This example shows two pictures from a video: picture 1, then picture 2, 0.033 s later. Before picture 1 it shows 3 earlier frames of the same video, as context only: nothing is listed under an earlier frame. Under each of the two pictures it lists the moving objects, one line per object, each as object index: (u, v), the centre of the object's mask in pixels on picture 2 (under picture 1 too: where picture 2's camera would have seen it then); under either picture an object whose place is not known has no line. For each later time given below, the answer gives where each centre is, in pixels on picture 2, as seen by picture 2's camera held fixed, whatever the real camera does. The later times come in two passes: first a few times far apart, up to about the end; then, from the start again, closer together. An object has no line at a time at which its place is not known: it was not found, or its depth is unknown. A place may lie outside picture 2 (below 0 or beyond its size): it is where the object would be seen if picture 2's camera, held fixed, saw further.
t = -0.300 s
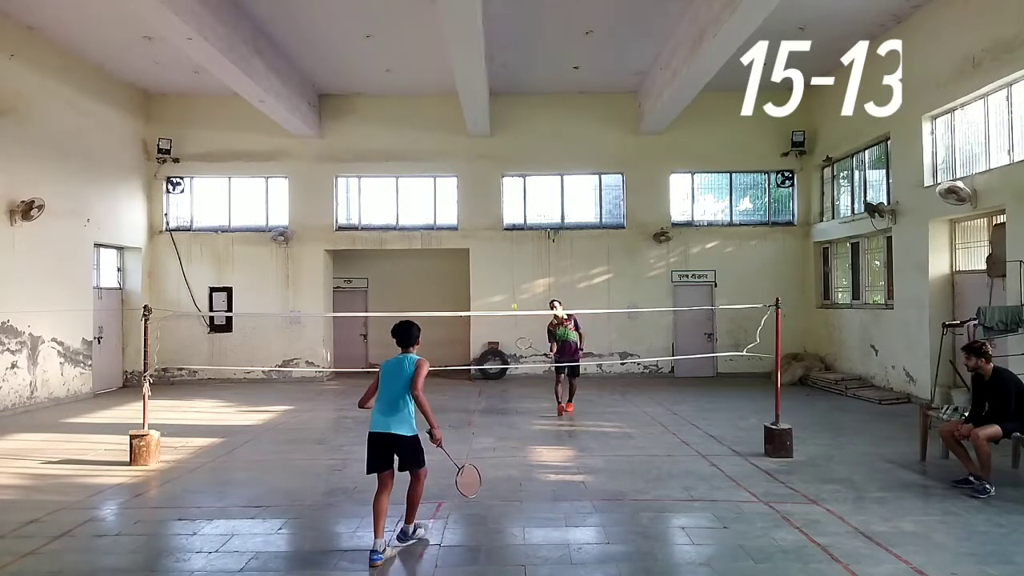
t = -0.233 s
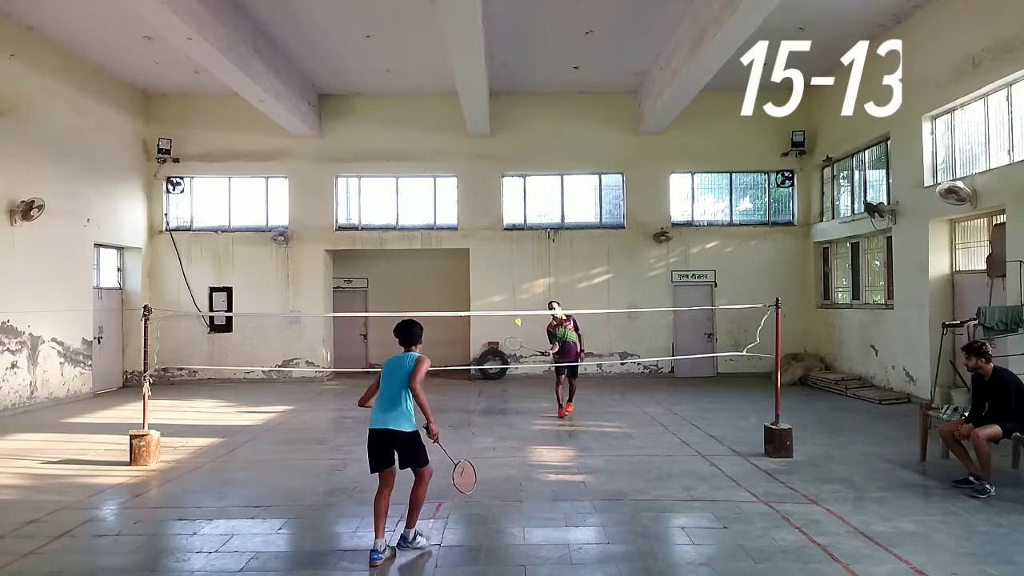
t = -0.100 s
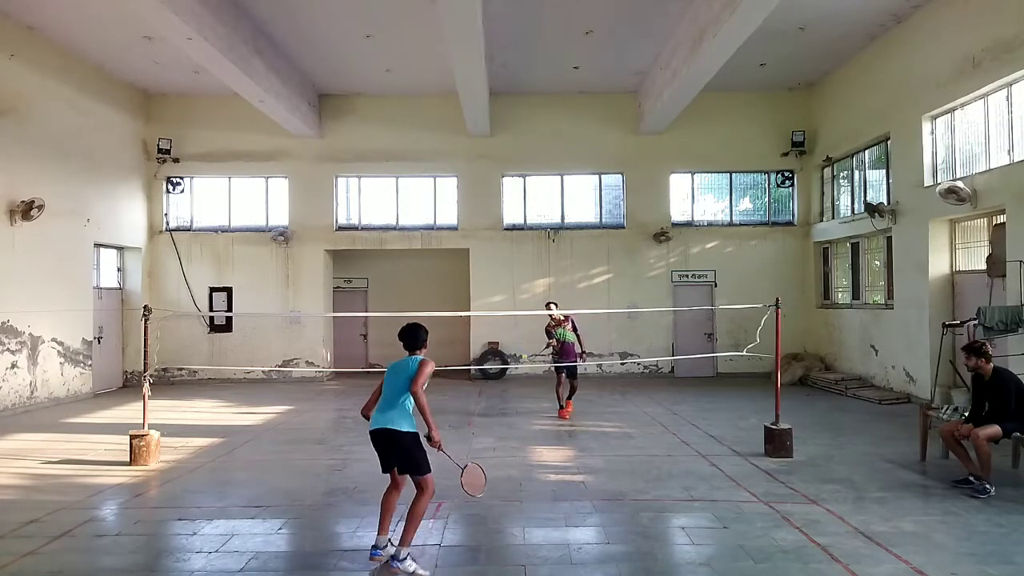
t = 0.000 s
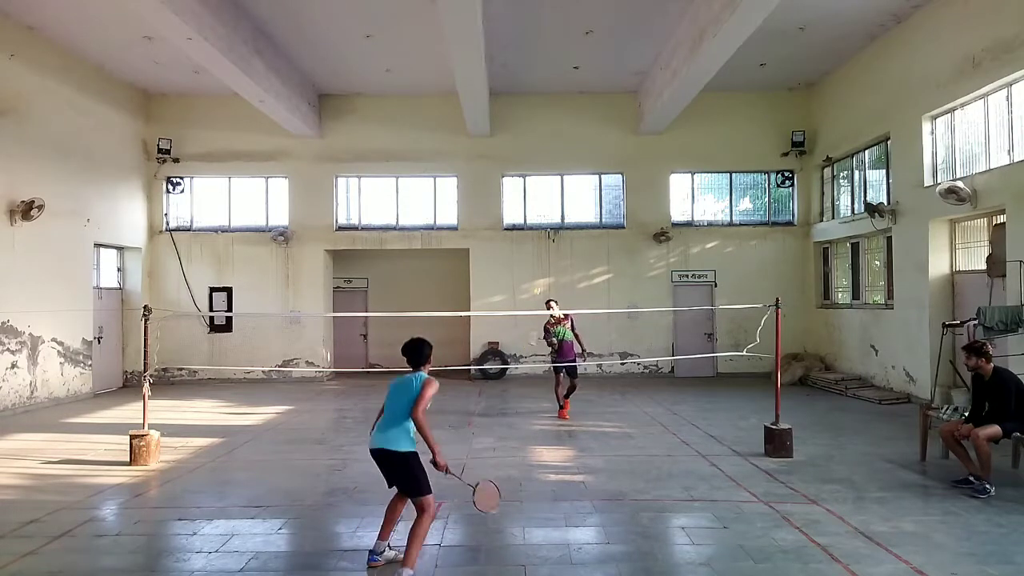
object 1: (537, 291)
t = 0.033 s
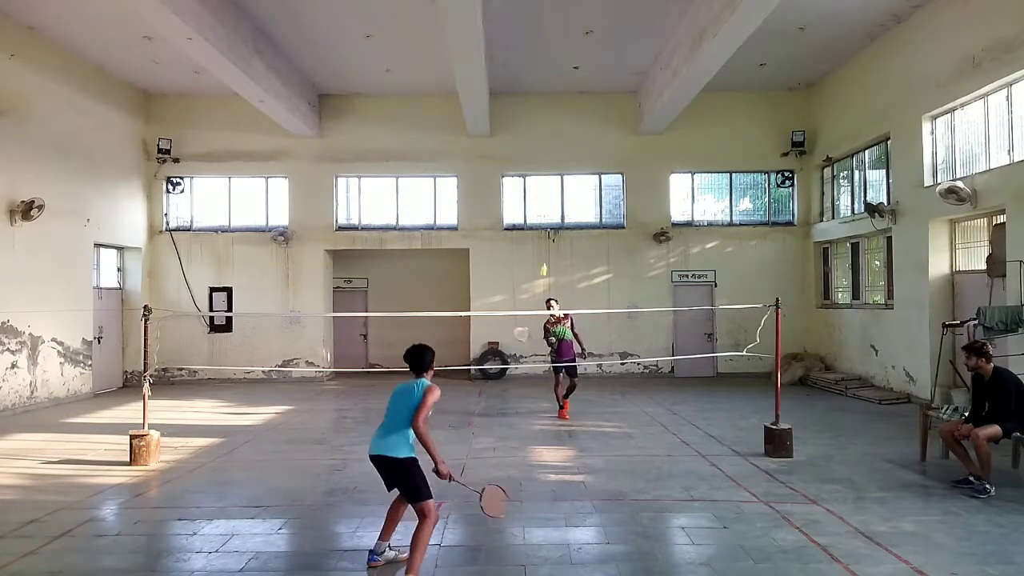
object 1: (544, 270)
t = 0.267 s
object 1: (581, 131)
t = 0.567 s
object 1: (637, 27)
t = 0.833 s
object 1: (703, 45)
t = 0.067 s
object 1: (548, 246)
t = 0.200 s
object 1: (570, 166)
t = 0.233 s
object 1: (575, 148)
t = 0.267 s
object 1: (581, 131)
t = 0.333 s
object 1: (592, 100)
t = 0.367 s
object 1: (598, 86)
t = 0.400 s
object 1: (605, 73)
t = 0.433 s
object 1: (610, 61)
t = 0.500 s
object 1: (623, 41)
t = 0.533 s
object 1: (630, 33)
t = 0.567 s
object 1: (637, 27)
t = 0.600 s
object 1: (644, 22)
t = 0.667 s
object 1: (660, 17)
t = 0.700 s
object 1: (668, 17)
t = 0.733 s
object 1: (676, 20)
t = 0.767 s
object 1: (685, 26)
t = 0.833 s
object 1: (703, 45)
